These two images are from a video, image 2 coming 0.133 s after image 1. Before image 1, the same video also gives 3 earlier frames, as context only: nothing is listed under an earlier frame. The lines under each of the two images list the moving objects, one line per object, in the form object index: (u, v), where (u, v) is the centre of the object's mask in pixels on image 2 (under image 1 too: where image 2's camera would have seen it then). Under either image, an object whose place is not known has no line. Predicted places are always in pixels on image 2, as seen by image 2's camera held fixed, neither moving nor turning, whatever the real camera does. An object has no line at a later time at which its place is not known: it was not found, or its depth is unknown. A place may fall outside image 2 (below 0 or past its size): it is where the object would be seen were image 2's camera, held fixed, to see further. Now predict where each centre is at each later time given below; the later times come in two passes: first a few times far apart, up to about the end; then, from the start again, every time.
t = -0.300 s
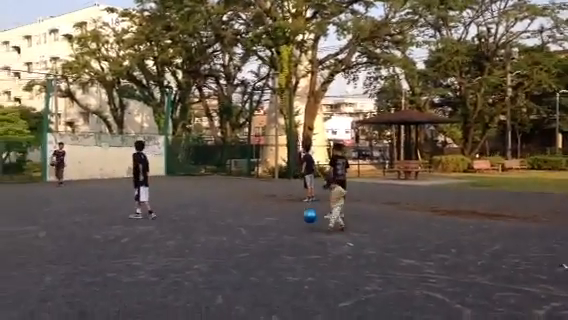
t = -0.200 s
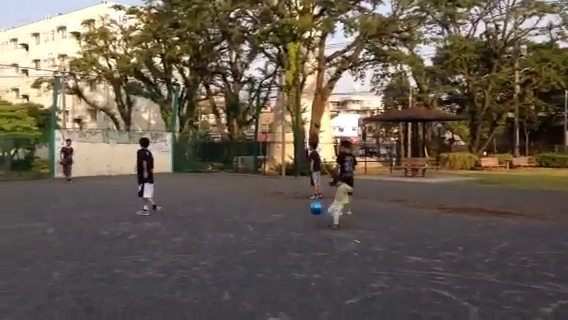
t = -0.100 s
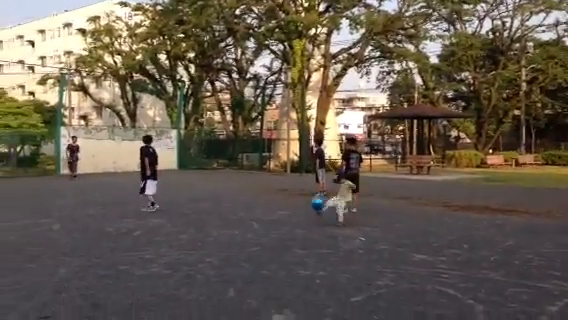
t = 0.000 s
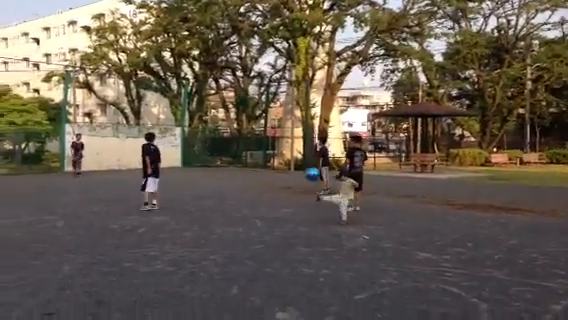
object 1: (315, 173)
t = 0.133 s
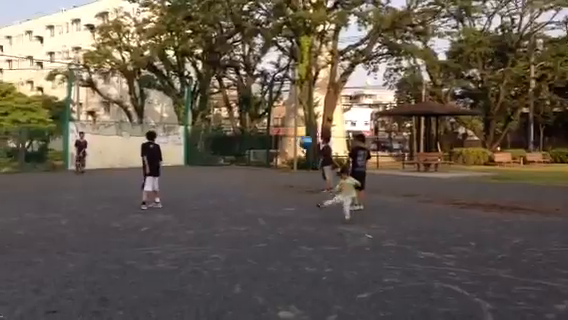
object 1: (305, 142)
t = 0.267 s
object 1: (298, 123)
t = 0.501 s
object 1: (286, 118)
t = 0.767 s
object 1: (271, 149)
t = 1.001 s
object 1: (259, 205)
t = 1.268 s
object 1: (245, 168)
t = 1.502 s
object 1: (232, 149)
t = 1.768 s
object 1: (217, 165)
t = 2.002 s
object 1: (206, 209)
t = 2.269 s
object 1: (192, 176)
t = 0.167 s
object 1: (304, 136)
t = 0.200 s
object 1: (301, 132)
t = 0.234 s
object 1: (299, 127)
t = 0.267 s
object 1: (298, 123)
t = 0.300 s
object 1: (296, 120)
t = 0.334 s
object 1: (294, 118)
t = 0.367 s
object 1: (292, 118)
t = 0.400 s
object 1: (291, 117)
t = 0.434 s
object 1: (290, 117)
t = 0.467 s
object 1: (288, 118)
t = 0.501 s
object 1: (286, 118)
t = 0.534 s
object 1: (283, 121)
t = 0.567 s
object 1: (282, 123)
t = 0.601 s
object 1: (281, 125)
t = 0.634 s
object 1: (279, 129)
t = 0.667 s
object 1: (277, 132)
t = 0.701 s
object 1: (276, 137)
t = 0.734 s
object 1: (273, 142)
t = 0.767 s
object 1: (271, 149)
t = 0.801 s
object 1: (269, 156)
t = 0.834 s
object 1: (266, 162)
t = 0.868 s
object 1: (265, 170)
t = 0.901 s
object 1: (263, 178)
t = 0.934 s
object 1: (261, 187)
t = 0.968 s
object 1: (260, 196)
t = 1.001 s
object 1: (259, 205)
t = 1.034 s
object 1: (257, 215)
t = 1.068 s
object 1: (256, 207)
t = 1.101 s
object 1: (253, 199)
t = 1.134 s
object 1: (252, 192)
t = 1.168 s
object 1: (251, 185)
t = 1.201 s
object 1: (248, 179)
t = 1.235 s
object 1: (247, 174)
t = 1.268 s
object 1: (245, 168)
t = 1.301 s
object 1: (243, 164)
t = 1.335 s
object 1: (242, 160)
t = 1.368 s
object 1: (240, 157)
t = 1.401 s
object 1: (237, 154)
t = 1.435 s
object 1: (236, 152)
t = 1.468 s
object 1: (234, 151)
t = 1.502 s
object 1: (232, 149)
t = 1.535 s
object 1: (231, 149)
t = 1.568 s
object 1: (229, 149)
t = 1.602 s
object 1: (227, 150)
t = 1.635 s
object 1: (225, 153)
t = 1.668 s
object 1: (223, 155)
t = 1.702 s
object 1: (221, 158)
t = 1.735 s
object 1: (219, 161)
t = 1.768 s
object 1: (217, 165)
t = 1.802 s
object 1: (216, 169)
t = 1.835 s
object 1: (214, 176)
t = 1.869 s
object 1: (213, 181)
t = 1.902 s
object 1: (211, 187)
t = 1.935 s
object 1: (209, 194)
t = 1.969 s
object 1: (208, 201)
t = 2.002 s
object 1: (206, 209)
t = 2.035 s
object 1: (205, 211)
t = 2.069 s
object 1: (203, 204)
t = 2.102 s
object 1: (201, 198)
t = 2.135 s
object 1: (199, 193)
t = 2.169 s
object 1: (198, 187)
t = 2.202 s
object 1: (196, 183)
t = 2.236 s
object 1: (194, 178)
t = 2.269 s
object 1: (192, 176)
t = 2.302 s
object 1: (190, 173)
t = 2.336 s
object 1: (188, 171)
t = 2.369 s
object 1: (187, 170)
